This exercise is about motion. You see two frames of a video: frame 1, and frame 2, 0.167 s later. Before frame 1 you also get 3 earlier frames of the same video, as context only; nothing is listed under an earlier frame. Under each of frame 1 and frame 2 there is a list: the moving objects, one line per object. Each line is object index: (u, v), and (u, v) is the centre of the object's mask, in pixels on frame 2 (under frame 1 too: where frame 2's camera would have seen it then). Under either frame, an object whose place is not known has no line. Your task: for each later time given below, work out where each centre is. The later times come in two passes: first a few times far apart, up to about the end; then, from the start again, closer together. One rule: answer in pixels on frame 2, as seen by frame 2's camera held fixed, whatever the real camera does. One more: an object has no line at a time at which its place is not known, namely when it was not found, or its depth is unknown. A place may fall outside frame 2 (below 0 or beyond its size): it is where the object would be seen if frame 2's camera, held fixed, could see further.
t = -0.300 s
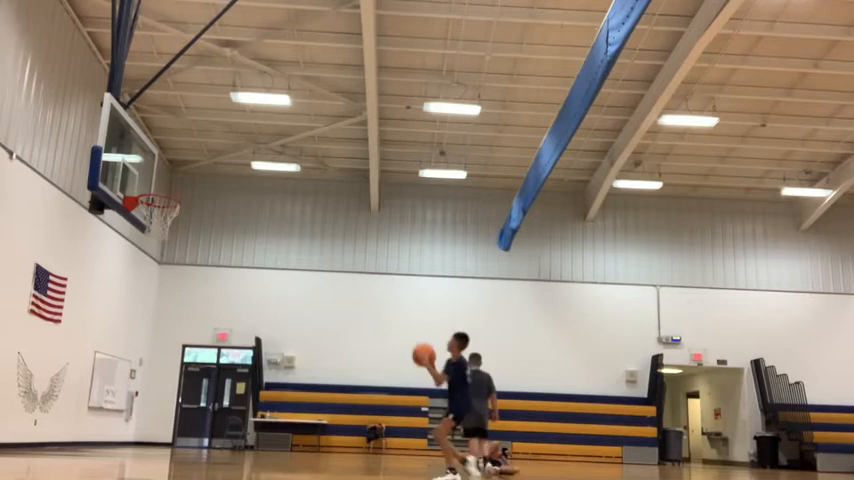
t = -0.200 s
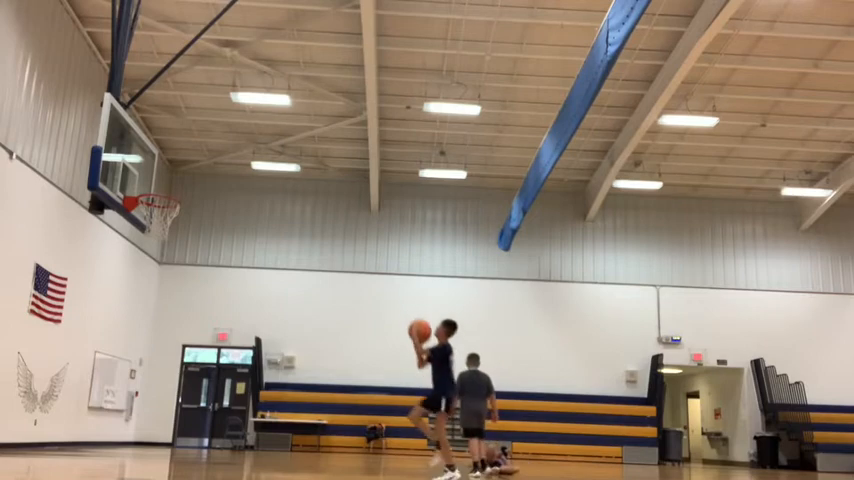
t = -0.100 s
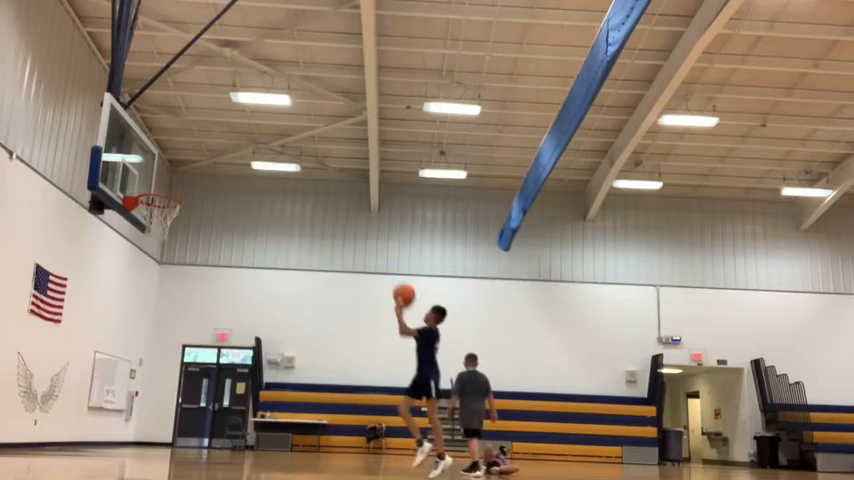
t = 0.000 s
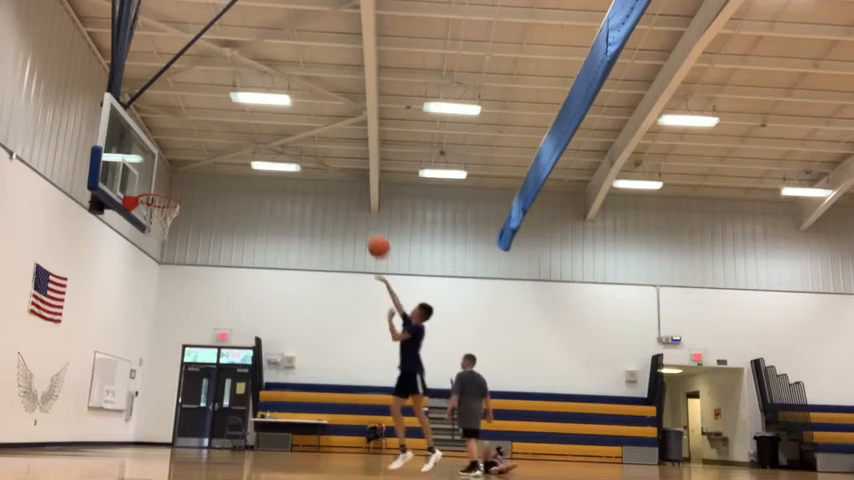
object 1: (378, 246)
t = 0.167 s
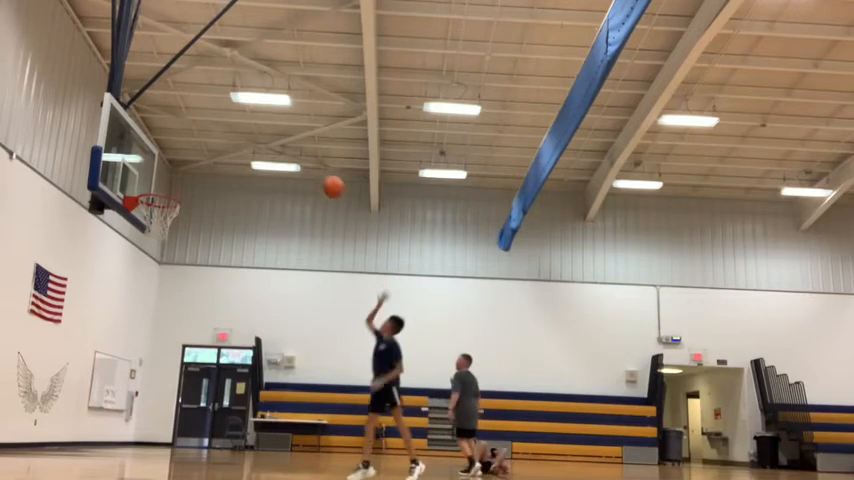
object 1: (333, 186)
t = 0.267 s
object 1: (307, 165)
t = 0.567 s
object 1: (228, 149)
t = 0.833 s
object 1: (158, 190)
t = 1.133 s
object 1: (163, 272)
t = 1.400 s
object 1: (172, 391)
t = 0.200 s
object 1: (324, 178)
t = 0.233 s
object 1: (316, 171)
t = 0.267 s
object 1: (307, 165)
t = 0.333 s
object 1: (290, 155)
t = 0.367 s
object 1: (281, 152)
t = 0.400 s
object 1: (272, 149)
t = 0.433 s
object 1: (263, 147)
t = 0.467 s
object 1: (254, 146)
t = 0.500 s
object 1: (245, 146)
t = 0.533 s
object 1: (237, 147)
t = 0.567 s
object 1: (228, 149)
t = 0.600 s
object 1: (220, 152)
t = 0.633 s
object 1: (211, 154)
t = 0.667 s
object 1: (202, 159)
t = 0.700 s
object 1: (193, 163)
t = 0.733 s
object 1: (184, 170)
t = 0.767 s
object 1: (176, 177)
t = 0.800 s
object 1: (167, 185)
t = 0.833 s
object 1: (158, 190)
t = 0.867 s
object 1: (149, 204)
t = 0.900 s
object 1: (148, 212)
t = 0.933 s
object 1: (151, 221)
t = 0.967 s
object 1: (152, 229)
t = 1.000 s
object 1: (155, 236)
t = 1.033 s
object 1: (158, 243)
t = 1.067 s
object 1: (160, 252)
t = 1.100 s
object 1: (161, 261)
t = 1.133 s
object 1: (163, 272)
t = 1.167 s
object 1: (165, 284)
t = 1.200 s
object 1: (166, 296)
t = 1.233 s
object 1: (168, 309)
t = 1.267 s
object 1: (169, 323)
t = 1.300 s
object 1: (170, 339)
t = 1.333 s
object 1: (171, 355)
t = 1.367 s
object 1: (172, 373)
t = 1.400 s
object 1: (172, 391)
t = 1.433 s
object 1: (174, 411)
